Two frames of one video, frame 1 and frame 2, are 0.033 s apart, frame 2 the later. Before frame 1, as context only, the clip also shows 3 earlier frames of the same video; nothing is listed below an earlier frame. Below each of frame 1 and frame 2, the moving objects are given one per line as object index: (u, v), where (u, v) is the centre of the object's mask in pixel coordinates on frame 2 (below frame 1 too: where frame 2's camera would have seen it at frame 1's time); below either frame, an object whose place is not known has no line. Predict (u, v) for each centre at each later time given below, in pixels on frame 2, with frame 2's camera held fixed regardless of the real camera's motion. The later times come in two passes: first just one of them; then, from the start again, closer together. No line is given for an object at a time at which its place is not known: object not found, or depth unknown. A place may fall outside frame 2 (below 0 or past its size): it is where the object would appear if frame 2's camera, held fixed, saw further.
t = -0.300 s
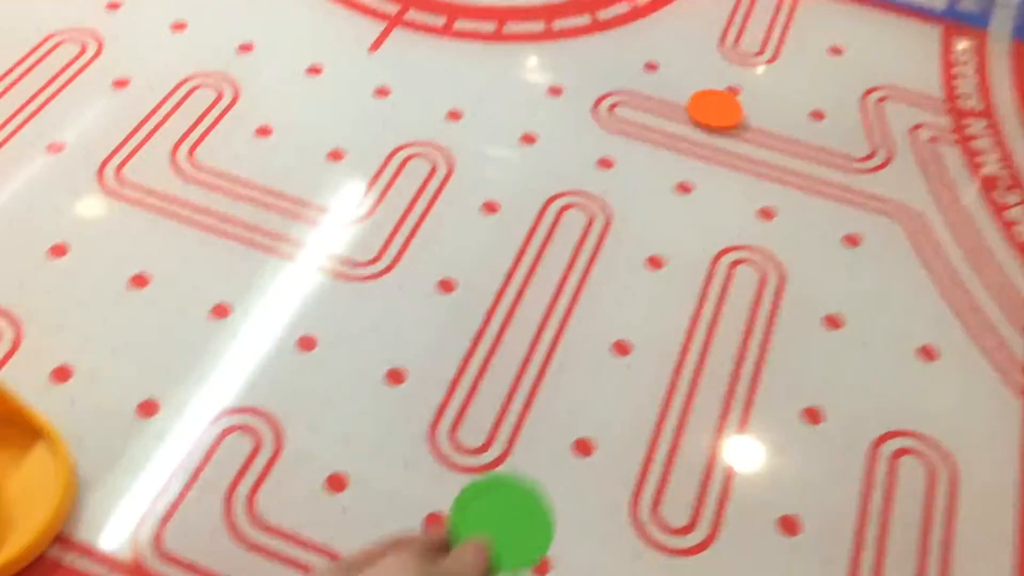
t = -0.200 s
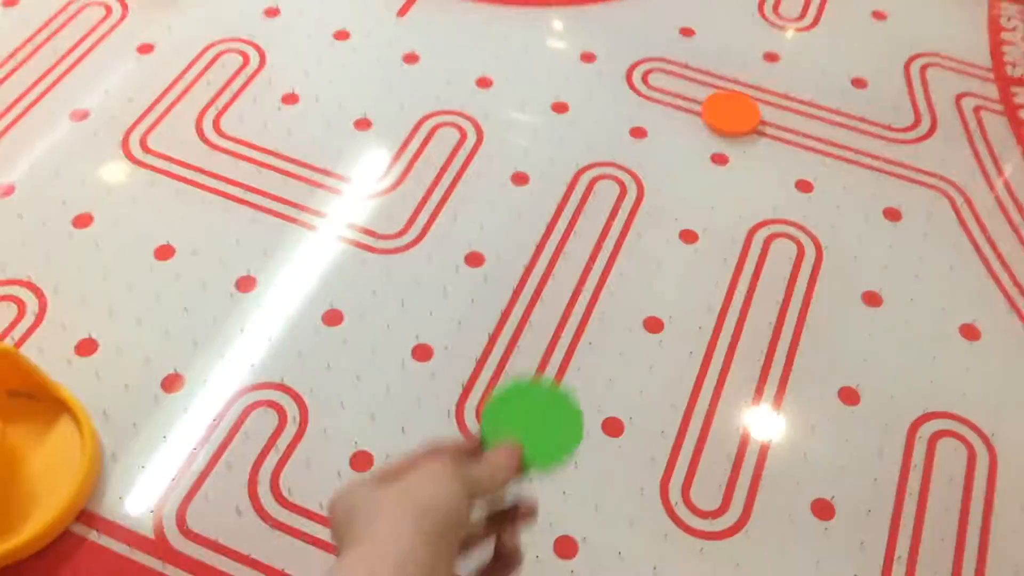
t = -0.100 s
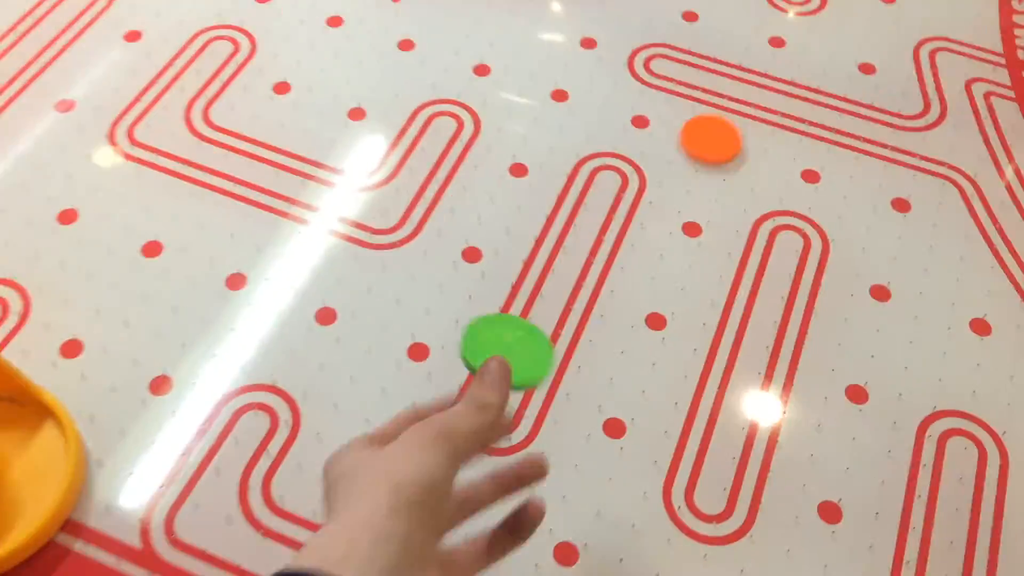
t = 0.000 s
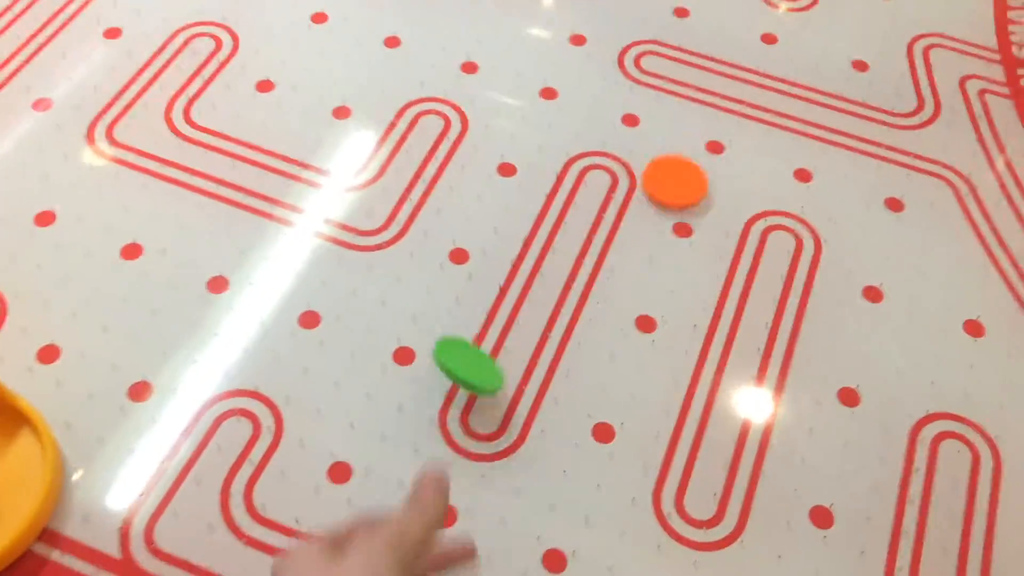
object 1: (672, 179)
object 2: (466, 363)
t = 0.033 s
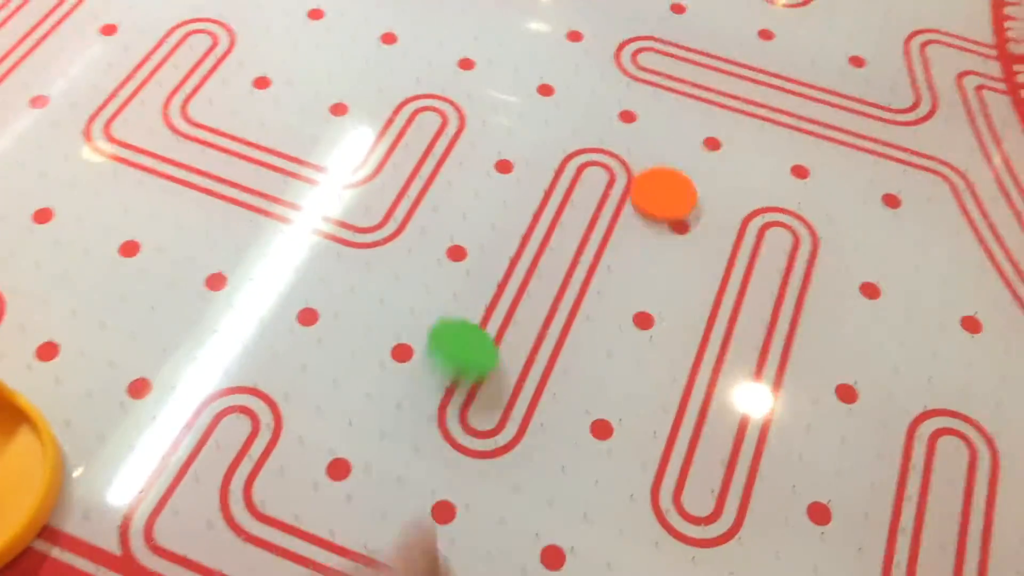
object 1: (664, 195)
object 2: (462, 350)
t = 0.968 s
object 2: (419, 25)
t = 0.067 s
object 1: (655, 210)
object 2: (457, 313)
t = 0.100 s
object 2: (453, 282)
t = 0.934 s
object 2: (419, 29)
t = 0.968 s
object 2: (419, 25)
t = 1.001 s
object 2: (419, 22)
